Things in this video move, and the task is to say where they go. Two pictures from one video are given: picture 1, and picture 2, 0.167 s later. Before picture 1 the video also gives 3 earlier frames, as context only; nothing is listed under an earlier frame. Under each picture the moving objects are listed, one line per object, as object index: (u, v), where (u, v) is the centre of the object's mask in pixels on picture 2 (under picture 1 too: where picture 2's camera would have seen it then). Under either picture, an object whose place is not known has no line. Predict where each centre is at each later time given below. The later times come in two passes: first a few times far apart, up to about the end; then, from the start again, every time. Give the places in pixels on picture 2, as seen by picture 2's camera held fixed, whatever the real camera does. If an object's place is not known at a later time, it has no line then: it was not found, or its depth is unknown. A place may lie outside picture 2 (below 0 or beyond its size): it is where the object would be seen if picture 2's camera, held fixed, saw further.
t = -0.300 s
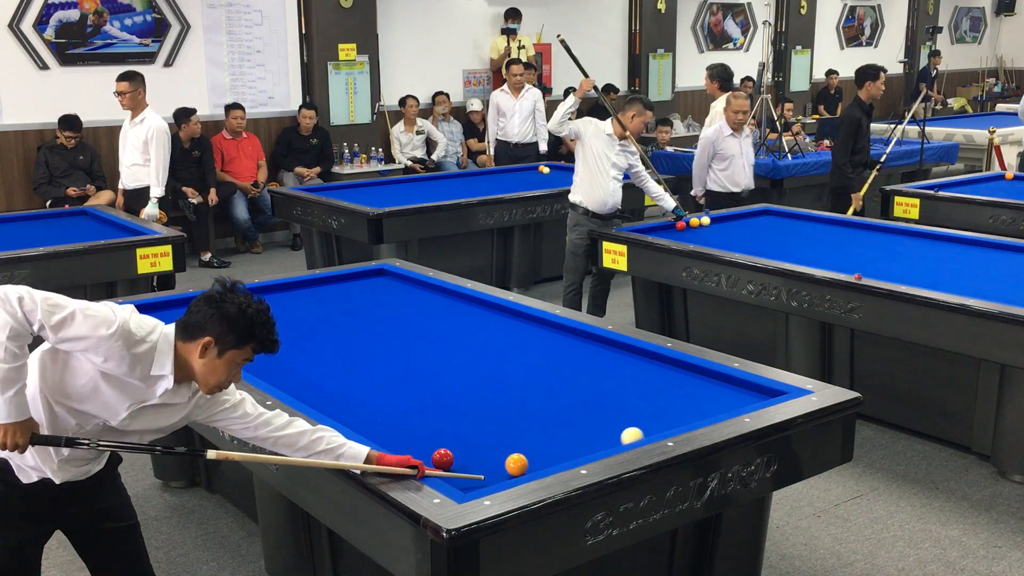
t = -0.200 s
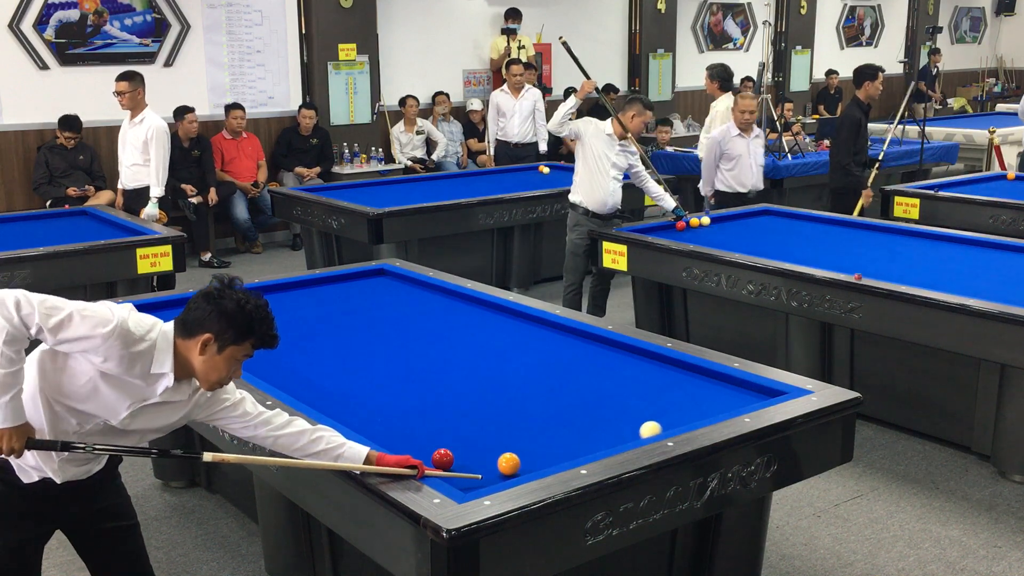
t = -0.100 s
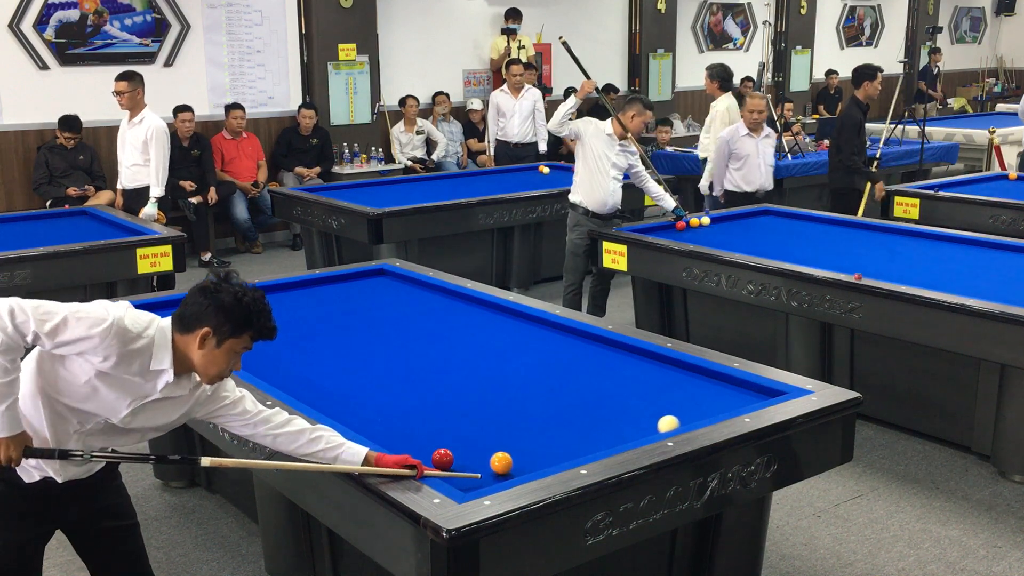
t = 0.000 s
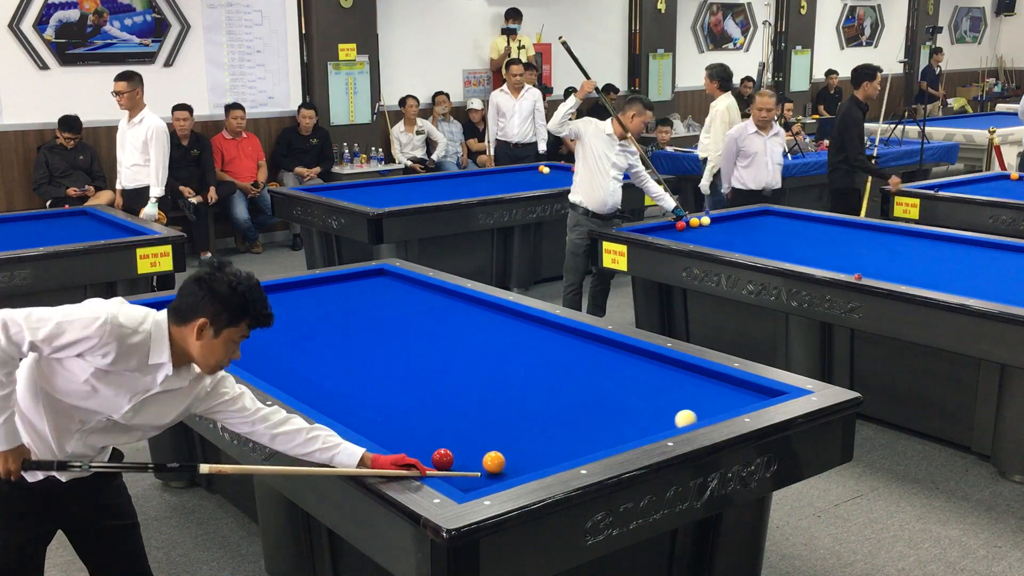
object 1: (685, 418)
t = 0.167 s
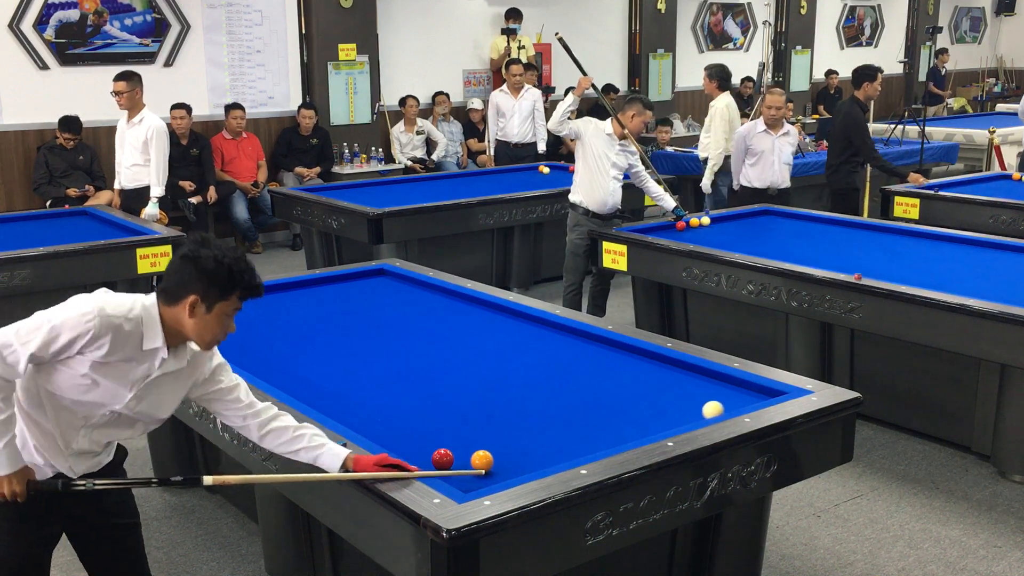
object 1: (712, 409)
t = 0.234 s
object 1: (723, 406)
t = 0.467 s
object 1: (757, 395)
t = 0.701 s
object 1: (750, 396)
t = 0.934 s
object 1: (728, 402)
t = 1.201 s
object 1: (704, 408)
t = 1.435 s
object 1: (683, 413)
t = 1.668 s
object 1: (662, 418)
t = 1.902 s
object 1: (641, 423)
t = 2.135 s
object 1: (620, 428)
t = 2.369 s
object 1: (600, 433)
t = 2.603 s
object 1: (580, 438)
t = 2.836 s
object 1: (561, 442)
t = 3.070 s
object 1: (542, 446)
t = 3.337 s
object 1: (522, 451)
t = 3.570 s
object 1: (504, 455)
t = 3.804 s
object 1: (487, 459)
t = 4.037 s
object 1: (474, 463)
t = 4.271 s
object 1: (465, 467)
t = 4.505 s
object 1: (458, 471)
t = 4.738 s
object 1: (451, 474)
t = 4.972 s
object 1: (447, 475)
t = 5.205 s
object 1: (452, 475)
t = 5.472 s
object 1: (455, 475)
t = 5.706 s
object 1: (458, 475)
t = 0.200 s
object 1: (717, 408)
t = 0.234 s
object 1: (723, 406)
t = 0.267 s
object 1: (728, 404)
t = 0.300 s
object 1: (733, 403)
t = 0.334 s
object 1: (738, 401)
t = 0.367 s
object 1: (743, 400)
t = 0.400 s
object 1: (748, 398)
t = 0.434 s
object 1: (753, 396)
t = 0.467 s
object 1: (757, 395)
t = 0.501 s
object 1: (762, 393)
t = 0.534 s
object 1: (767, 392)
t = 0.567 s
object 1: (766, 392)
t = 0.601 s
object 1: (762, 393)
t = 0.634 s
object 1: (758, 394)
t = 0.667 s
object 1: (754, 395)
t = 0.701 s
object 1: (750, 396)
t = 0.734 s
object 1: (747, 397)
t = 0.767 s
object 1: (744, 398)
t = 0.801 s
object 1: (741, 398)
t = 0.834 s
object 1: (738, 399)
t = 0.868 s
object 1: (735, 400)
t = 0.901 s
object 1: (732, 401)
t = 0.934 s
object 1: (728, 402)
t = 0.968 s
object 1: (725, 403)
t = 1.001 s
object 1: (722, 403)
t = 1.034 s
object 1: (719, 404)
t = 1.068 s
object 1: (716, 405)
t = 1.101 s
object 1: (713, 405)
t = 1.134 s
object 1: (710, 406)
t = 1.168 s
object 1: (707, 407)
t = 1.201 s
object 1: (704, 408)
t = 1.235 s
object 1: (701, 409)
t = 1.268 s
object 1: (698, 409)
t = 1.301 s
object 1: (695, 410)
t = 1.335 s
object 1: (692, 411)
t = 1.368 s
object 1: (689, 412)
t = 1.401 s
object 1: (686, 412)
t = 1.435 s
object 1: (683, 413)
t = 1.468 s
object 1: (680, 414)
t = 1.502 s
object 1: (677, 415)
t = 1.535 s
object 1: (674, 415)
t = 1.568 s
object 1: (670, 416)
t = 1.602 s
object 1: (668, 416)
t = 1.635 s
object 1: (664, 417)
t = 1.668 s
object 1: (662, 418)
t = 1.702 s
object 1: (659, 419)
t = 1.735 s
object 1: (656, 419)
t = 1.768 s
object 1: (653, 420)
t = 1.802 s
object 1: (650, 421)
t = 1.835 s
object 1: (647, 422)
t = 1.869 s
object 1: (644, 422)
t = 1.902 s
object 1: (641, 423)
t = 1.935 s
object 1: (638, 424)
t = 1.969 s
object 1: (635, 425)
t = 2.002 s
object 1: (632, 425)
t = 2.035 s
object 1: (629, 426)
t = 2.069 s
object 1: (626, 427)
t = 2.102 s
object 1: (623, 427)
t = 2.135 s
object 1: (620, 428)
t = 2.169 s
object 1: (617, 429)
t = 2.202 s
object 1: (615, 430)
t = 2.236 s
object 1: (612, 430)
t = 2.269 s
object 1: (609, 431)
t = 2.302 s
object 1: (606, 432)
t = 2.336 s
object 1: (603, 432)
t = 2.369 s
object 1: (600, 433)
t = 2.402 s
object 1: (597, 434)
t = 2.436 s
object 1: (595, 434)
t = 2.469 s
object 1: (592, 435)
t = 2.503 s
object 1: (589, 436)
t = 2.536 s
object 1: (586, 436)
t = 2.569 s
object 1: (583, 437)
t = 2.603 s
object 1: (580, 438)
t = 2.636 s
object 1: (578, 438)
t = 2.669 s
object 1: (575, 439)
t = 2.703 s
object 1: (572, 440)
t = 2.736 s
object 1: (569, 440)
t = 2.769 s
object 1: (567, 441)
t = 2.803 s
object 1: (564, 441)
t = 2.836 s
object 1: (561, 442)
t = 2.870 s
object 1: (558, 443)
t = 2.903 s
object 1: (556, 443)
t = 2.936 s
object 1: (553, 444)
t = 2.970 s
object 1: (550, 445)
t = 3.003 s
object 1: (548, 445)
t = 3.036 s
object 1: (545, 446)
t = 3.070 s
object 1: (542, 446)
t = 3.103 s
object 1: (540, 447)
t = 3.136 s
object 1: (537, 447)
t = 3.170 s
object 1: (535, 448)
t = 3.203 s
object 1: (532, 449)
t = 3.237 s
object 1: (529, 449)
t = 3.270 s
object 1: (527, 450)
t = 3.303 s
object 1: (524, 451)
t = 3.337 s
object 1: (522, 451)
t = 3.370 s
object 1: (519, 452)
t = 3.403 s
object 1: (516, 452)
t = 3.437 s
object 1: (514, 453)
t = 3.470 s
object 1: (511, 453)
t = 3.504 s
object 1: (509, 454)
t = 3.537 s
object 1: (506, 454)
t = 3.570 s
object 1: (504, 455)
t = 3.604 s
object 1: (501, 456)
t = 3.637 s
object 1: (499, 456)
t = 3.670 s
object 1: (497, 456)
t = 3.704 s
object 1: (494, 457)
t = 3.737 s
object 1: (492, 458)
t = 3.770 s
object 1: (489, 458)
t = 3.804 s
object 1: (487, 459)
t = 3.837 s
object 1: (484, 459)
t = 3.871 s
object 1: (482, 460)
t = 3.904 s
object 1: (480, 460)
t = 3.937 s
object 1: (478, 461)
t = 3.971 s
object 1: (476, 461)
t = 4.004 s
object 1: (475, 462)
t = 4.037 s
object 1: (474, 463)
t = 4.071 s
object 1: (472, 463)
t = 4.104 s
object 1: (471, 464)
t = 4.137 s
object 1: (470, 464)
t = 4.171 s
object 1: (469, 465)
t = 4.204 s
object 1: (468, 466)
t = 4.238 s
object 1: (466, 466)
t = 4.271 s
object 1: (465, 467)
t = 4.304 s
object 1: (464, 468)
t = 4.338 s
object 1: (463, 468)
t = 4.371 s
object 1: (462, 469)
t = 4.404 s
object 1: (461, 469)
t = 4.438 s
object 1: (460, 470)
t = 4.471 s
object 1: (459, 470)
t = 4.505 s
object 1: (458, 471)
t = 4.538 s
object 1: (456, 471)
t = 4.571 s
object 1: (455, 472)
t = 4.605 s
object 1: (454, 472)
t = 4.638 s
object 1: (453, 473)
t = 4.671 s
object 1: (452, 473)
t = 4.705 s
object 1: (452, 473)
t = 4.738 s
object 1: (451, 474)
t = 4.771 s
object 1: (450, 474)
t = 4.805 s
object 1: (449, 474)
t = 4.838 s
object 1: (448, 474)
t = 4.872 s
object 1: (448, 474)
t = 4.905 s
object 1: (447, 475)
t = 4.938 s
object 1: (446, 475)
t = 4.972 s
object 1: (447, 475)
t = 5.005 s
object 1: (448, 475)
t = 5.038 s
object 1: (449, 475)
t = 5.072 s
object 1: (449, 475)
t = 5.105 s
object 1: (450, 475)
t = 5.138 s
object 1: (451, 475)
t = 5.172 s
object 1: (451, 475)
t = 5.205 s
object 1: (452, 475)
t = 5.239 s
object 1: (452, 475)
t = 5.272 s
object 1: (453, 475)
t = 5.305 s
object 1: (453, 475)
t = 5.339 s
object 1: (454, 475)
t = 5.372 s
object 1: (454, 475)
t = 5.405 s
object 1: (455, 475)
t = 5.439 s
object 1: (455, 475)
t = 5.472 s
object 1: (455, 475)
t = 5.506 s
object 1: (456, 475)
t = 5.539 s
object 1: (456, 475)
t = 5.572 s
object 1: (457, 475)
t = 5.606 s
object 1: (457, 475)
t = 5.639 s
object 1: (457, 475)
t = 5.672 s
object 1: (458, 475)
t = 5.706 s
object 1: (458, 475)
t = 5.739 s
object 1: (458, 475)
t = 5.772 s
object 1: (458, 475)
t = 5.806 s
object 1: (458, 475)
